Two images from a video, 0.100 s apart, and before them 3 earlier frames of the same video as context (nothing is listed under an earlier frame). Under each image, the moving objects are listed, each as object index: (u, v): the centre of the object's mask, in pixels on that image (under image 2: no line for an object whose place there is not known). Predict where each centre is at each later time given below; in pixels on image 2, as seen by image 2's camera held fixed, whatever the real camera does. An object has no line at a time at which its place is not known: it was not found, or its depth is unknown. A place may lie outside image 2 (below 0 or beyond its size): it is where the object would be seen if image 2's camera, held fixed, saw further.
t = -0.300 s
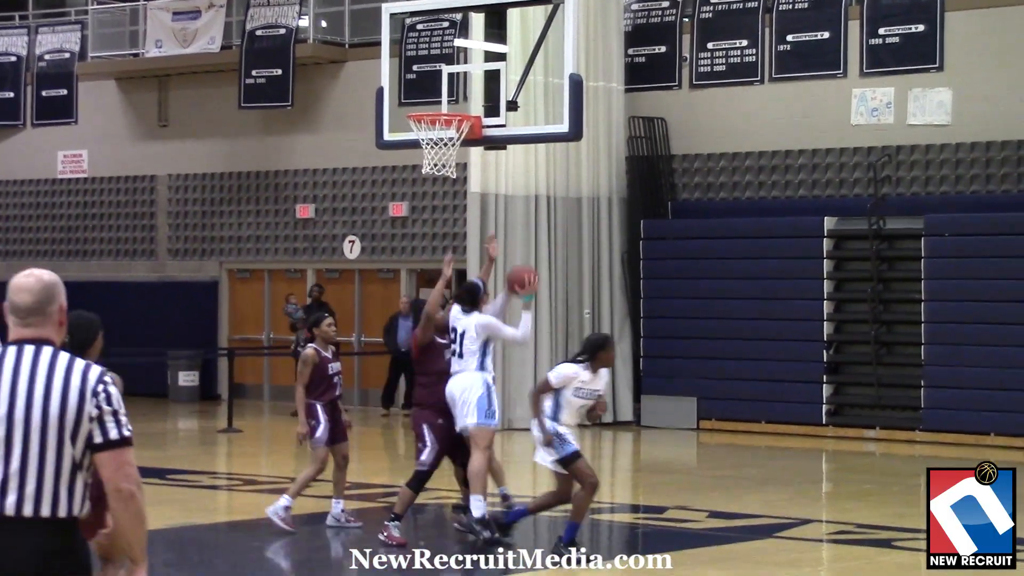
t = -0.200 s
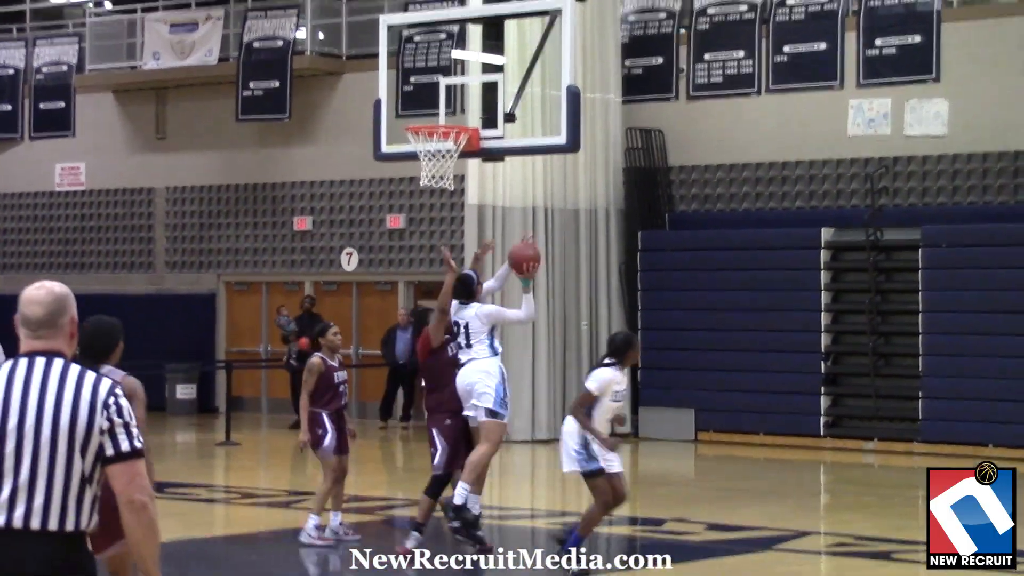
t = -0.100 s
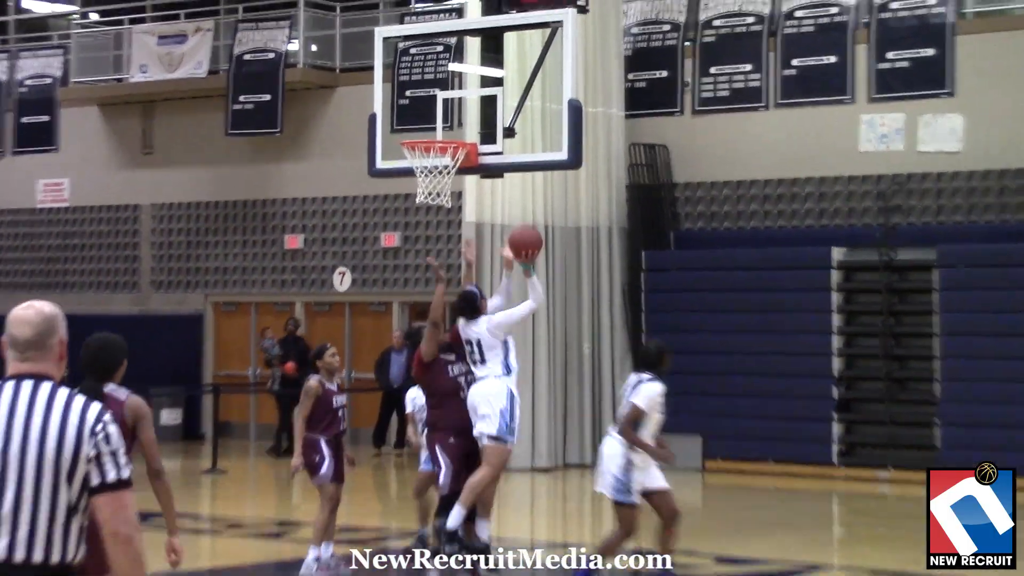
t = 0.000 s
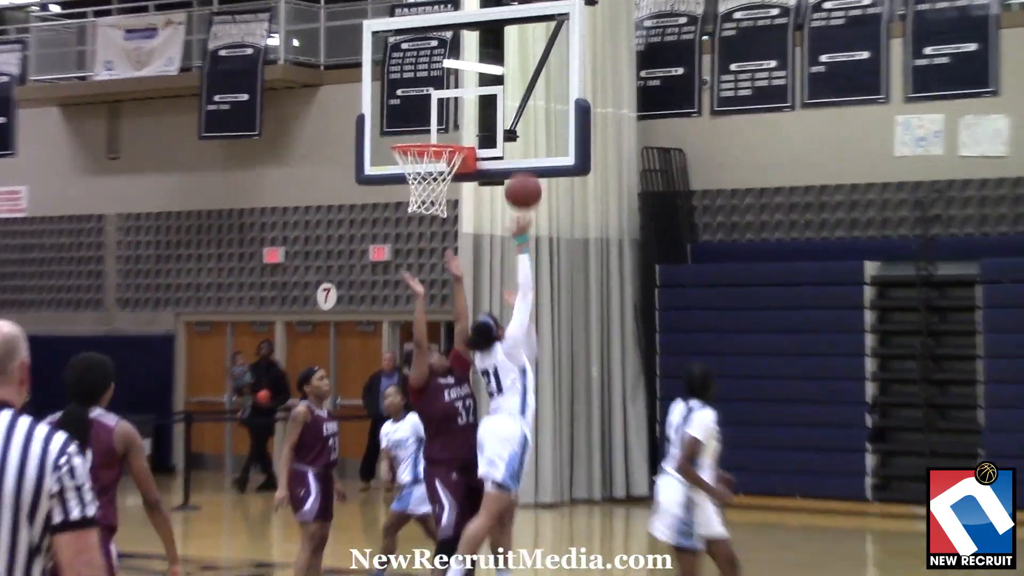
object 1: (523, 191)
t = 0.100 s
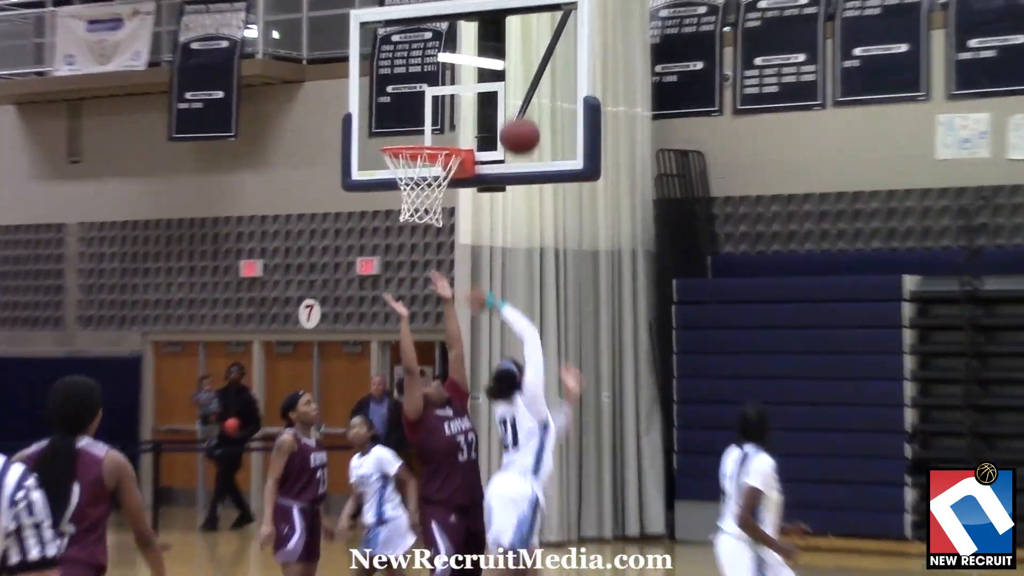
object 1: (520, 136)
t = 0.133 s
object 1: (517, 122)
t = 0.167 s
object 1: (515, 107)
